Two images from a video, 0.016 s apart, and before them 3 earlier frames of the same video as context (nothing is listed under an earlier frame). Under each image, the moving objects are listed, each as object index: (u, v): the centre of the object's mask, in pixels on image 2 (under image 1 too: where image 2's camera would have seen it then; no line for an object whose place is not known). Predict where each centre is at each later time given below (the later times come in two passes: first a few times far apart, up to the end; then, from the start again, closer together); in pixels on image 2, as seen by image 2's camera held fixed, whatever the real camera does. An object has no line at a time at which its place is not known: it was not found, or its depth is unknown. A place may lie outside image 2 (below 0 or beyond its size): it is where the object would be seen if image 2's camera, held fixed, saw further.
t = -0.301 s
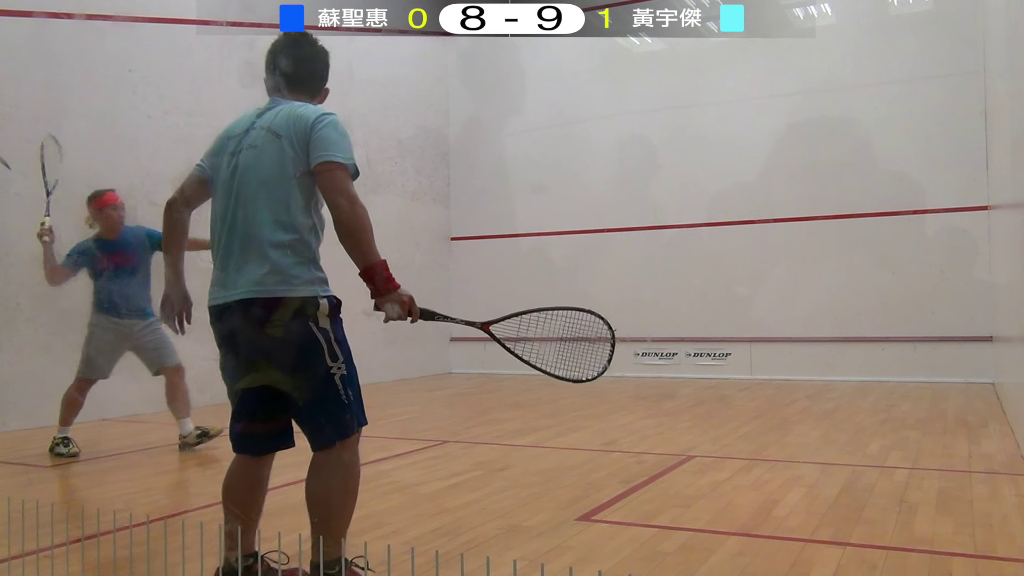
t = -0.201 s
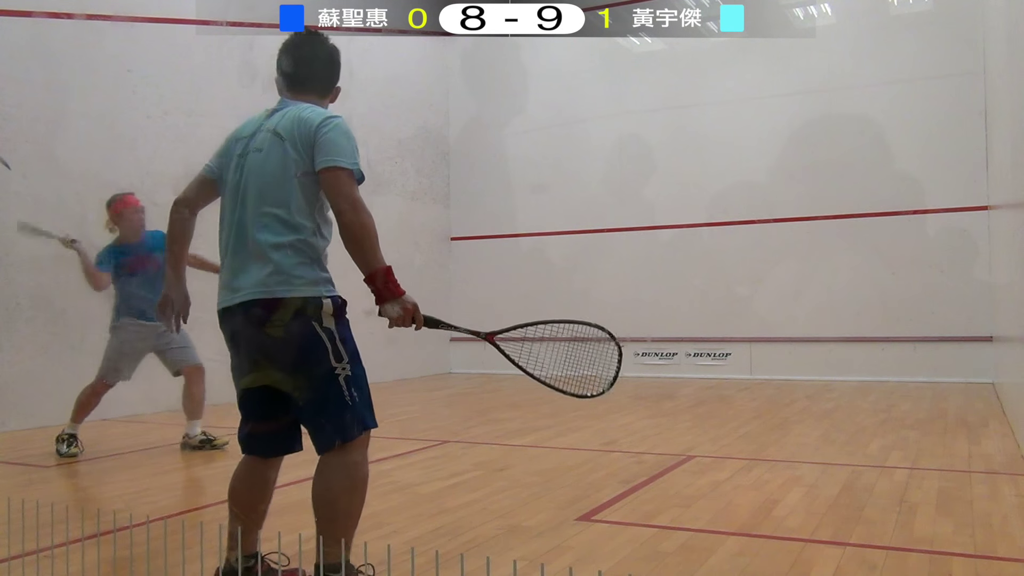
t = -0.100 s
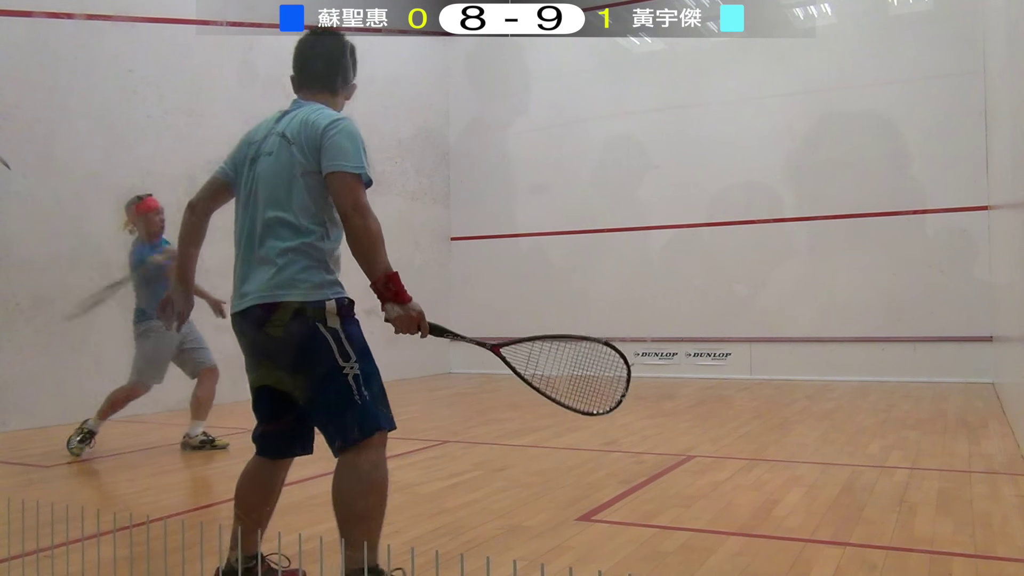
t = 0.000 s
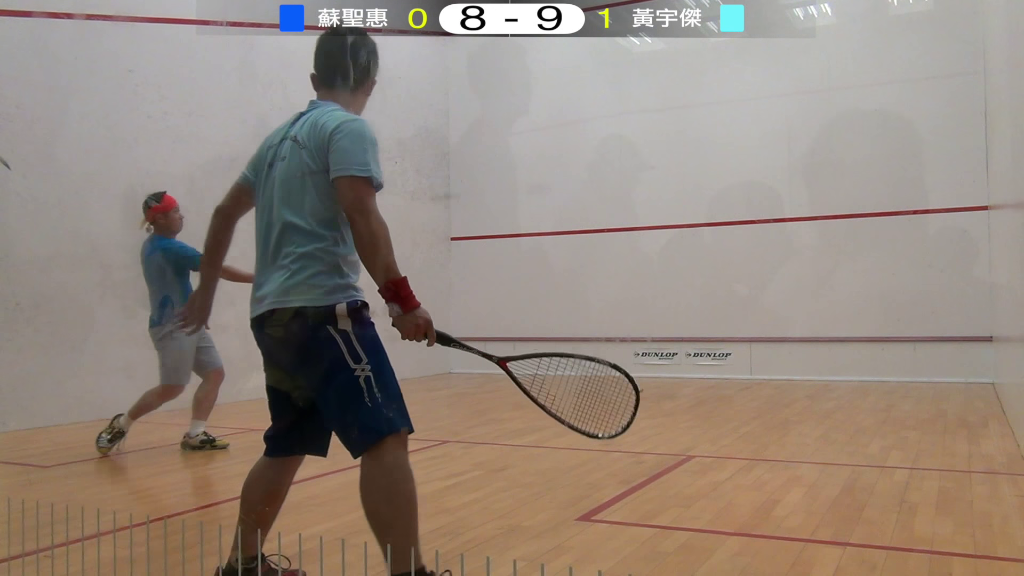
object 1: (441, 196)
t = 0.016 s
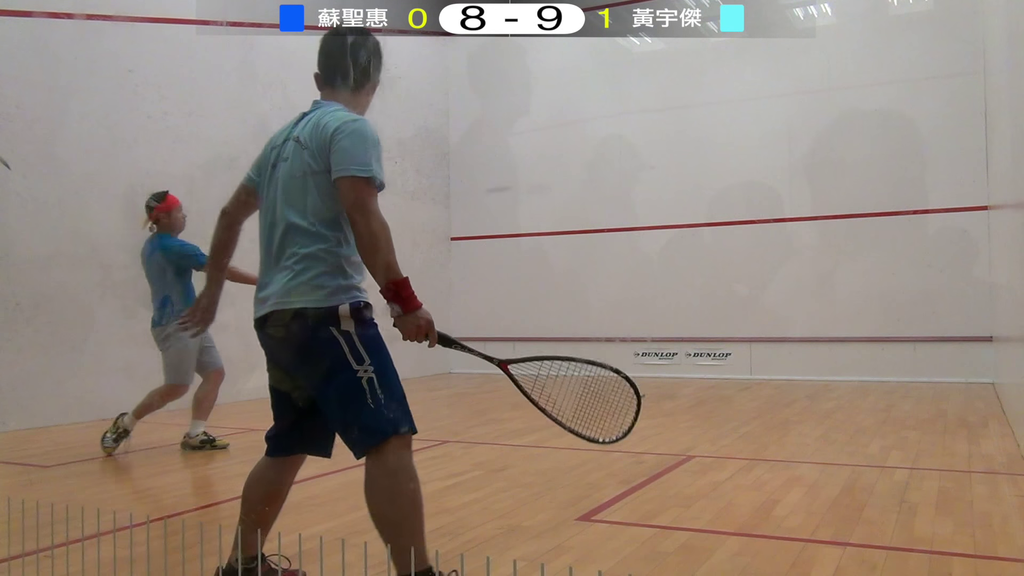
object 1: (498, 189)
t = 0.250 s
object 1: (816, 138)
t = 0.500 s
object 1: (878, 94)
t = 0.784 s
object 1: (998, 130)
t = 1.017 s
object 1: (868, 306)
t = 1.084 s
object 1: (819, 399)
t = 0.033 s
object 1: (546, 183)
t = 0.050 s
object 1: (591, 177)
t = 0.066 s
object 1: (629, 172)
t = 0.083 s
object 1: (663, 168)
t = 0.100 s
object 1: (694, 165)
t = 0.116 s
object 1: (722, 162)
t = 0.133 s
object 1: (746, 160)
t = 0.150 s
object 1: (769, 159)
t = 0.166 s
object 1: (790, 157)
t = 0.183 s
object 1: (805, 156)
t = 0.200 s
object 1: (807, 151)
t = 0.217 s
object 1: (810, 146)
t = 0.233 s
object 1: (813, 142)
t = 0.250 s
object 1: (816, 138)
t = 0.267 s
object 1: (819, 134)
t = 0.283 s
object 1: (822, 130)
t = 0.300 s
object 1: (826, 126)
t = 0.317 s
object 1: (829, 123)
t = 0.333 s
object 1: (833, 119)
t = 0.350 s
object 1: (837, 115)
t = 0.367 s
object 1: (841, 112)
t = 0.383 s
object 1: (845, 109)
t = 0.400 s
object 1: (849, 107)
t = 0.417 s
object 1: (853, 104)
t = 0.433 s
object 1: (858, 101)
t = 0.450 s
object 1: (863, 99)
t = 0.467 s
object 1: (868, 97)
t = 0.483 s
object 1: (873, 95)
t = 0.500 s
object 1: (878, 94)
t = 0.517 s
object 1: (885, 93)
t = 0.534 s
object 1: (890, 92)
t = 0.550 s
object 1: (897, 91)
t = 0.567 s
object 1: (903, 91)
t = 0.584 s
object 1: (910, 91)
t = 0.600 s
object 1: (918, 91)
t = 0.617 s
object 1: (926, 92)
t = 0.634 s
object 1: (934, 93)
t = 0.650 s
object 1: (942, 95)
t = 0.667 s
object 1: (951, 98)
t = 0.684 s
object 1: (960, 101)
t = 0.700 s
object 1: (971, 104)
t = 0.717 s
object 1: (981, 108)
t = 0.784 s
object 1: (998, 130)
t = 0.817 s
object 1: (982, 145)
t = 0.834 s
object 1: (974, 153)
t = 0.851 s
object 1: (966, 162)
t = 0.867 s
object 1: (957, 171)
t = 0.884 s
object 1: (948, 182)
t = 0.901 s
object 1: (939, 194)
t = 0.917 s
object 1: (930, 205)
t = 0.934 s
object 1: (920, 220)
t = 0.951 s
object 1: (910, 235)
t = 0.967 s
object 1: (900, 251)
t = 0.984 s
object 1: (890, 268)
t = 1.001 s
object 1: (879, 286)
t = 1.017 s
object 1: (868, 306)
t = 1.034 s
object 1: (856, 327)
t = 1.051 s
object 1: (844, 350)
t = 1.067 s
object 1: (832, 373)
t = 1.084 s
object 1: (819, 399)
